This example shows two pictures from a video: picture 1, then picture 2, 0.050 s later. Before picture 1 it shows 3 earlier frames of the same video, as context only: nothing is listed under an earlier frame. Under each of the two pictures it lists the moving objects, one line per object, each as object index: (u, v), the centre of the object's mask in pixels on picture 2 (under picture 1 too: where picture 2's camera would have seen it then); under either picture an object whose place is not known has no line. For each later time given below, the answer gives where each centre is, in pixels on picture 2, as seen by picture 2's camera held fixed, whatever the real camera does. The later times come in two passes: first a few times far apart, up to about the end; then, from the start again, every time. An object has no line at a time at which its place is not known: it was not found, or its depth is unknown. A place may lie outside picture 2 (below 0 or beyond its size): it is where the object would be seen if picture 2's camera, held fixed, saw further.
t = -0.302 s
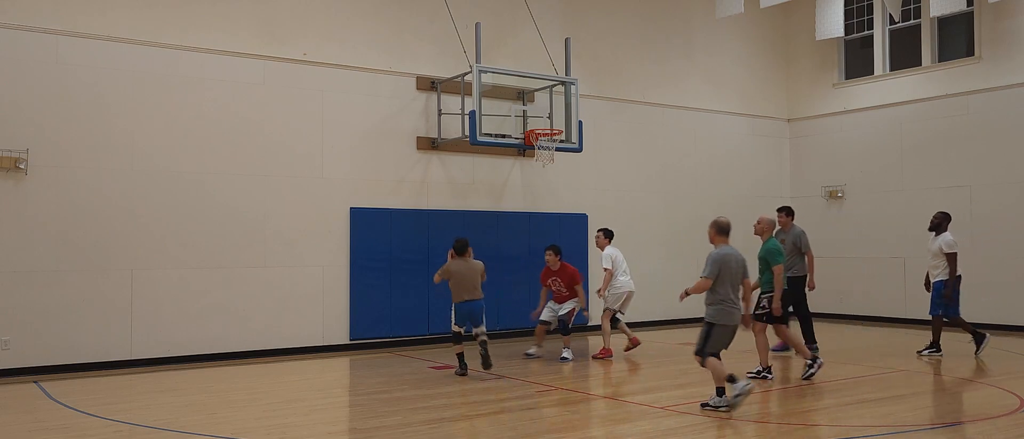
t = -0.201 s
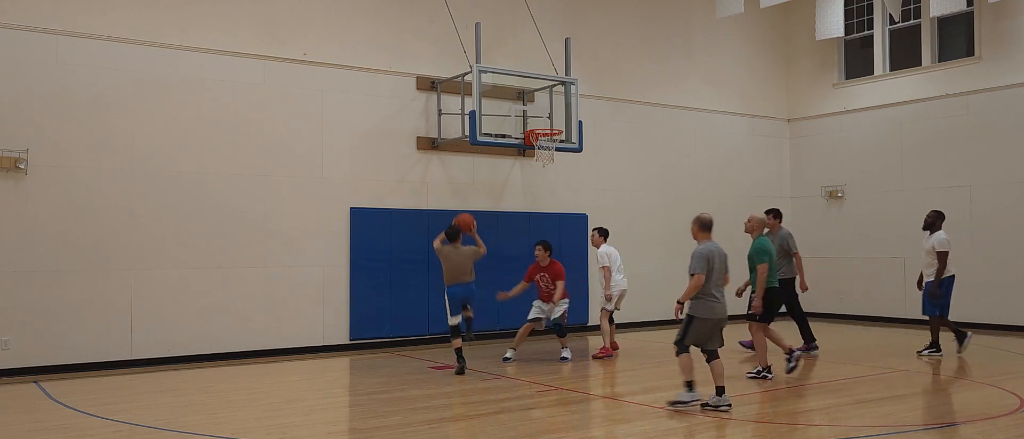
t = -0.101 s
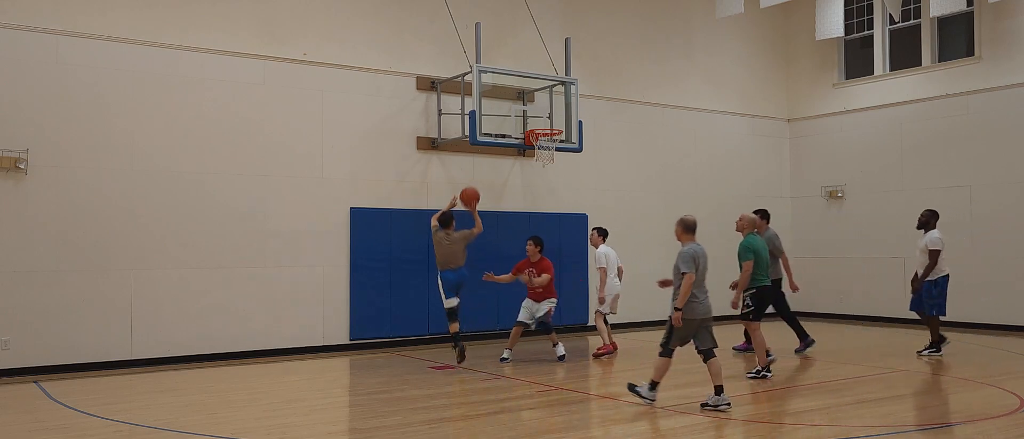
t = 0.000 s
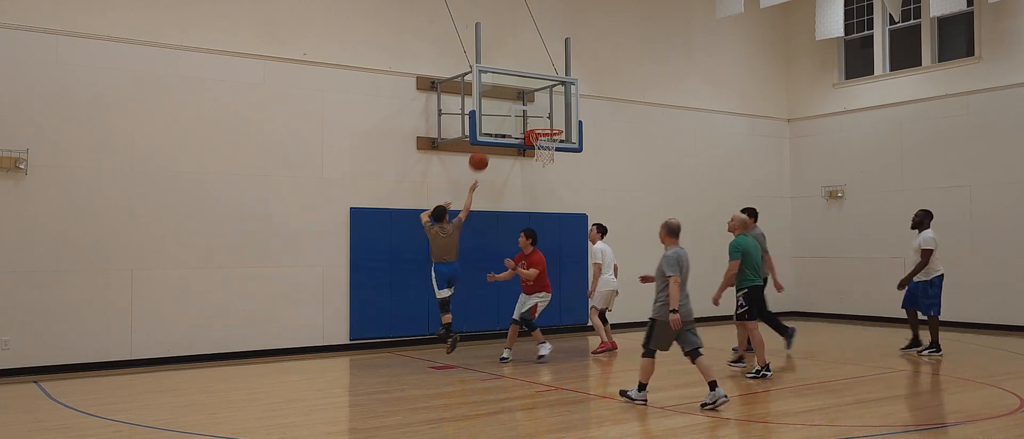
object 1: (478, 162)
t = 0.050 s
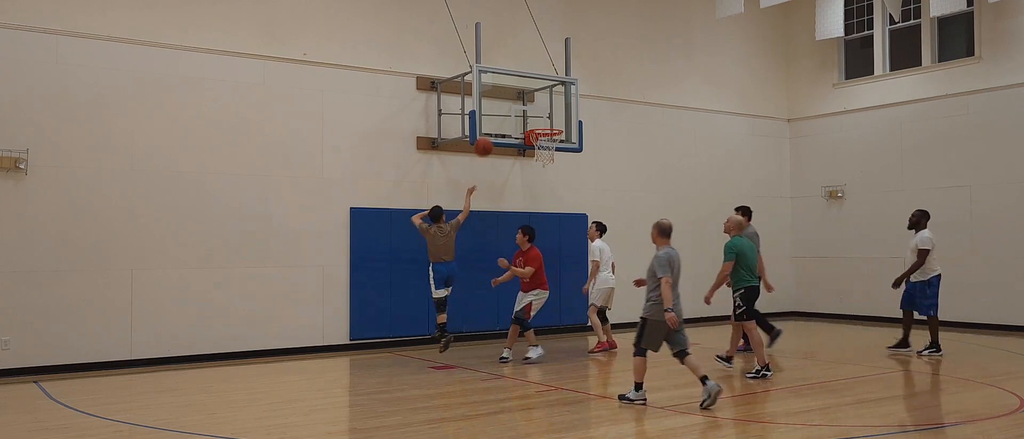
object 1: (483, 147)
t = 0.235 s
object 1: (500, 113)
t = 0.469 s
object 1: (534, 108)
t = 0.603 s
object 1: (561, 122)
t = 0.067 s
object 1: (485, 142)
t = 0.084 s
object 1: (486, 138)
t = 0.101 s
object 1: (489, 134)
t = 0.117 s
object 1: (490, 131)
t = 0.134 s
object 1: (491, 128)
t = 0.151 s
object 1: (493, 125)
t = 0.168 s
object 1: (494, 122)
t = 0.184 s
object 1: (496, 119)
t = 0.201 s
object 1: (497, 117)
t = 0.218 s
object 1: (499, 115)
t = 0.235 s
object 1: (500, 113)
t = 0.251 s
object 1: (502, 112)
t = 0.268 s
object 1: (503, 110)
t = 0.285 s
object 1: (504, 109)
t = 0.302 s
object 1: (506, 108)
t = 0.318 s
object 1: (507, 108)
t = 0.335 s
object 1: (508, 107)
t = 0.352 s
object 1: (510, 107)
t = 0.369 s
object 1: (514, 106)
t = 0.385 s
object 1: (517, 106)
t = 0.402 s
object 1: (520, 106)
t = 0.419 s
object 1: (524, 106)
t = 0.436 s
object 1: (527, 107)
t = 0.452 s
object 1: (530, 108)
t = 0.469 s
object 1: (534, 108)
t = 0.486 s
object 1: (537, 110)
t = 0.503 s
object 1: (541, 111)
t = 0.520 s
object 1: (545, 113)
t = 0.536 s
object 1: (548, 114)
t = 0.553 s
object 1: (551, 116)
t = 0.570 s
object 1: (555, 118)
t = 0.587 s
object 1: (557, 120)
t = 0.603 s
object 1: (561, 122)
